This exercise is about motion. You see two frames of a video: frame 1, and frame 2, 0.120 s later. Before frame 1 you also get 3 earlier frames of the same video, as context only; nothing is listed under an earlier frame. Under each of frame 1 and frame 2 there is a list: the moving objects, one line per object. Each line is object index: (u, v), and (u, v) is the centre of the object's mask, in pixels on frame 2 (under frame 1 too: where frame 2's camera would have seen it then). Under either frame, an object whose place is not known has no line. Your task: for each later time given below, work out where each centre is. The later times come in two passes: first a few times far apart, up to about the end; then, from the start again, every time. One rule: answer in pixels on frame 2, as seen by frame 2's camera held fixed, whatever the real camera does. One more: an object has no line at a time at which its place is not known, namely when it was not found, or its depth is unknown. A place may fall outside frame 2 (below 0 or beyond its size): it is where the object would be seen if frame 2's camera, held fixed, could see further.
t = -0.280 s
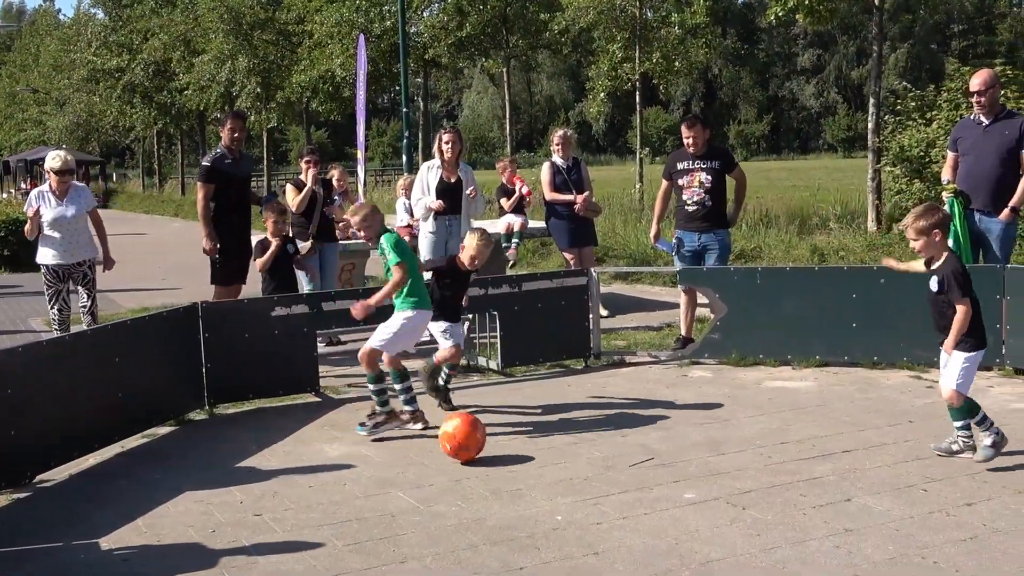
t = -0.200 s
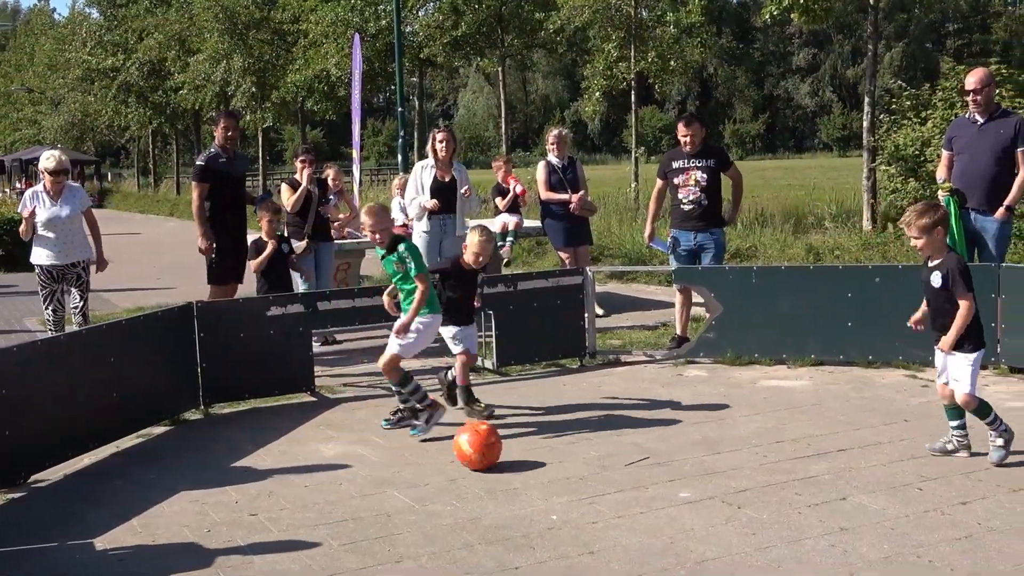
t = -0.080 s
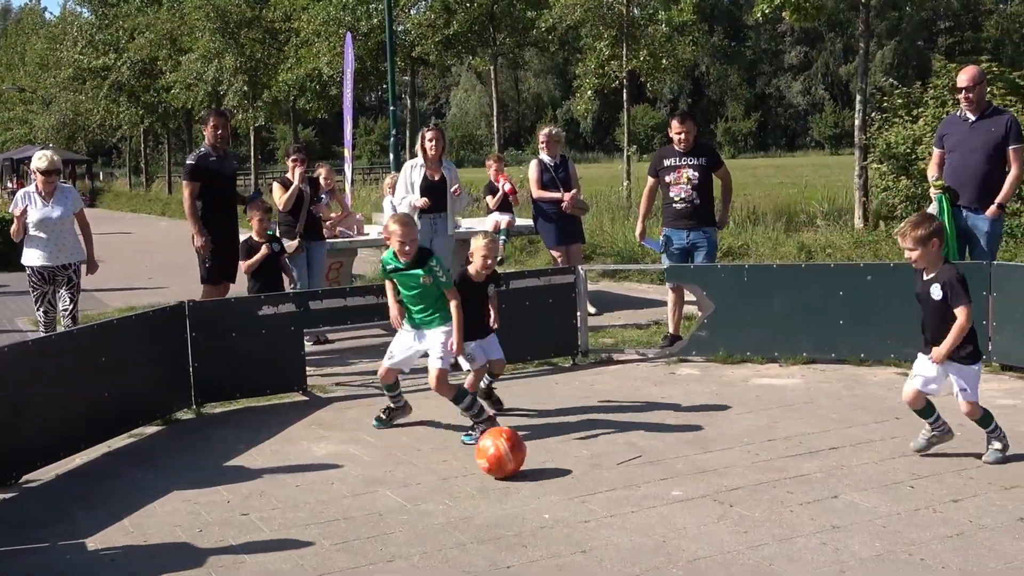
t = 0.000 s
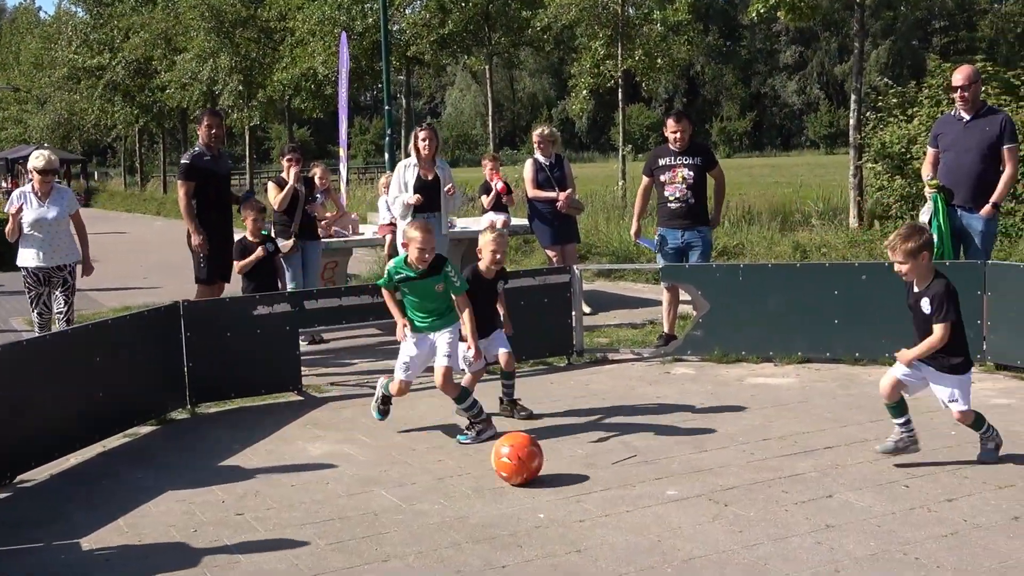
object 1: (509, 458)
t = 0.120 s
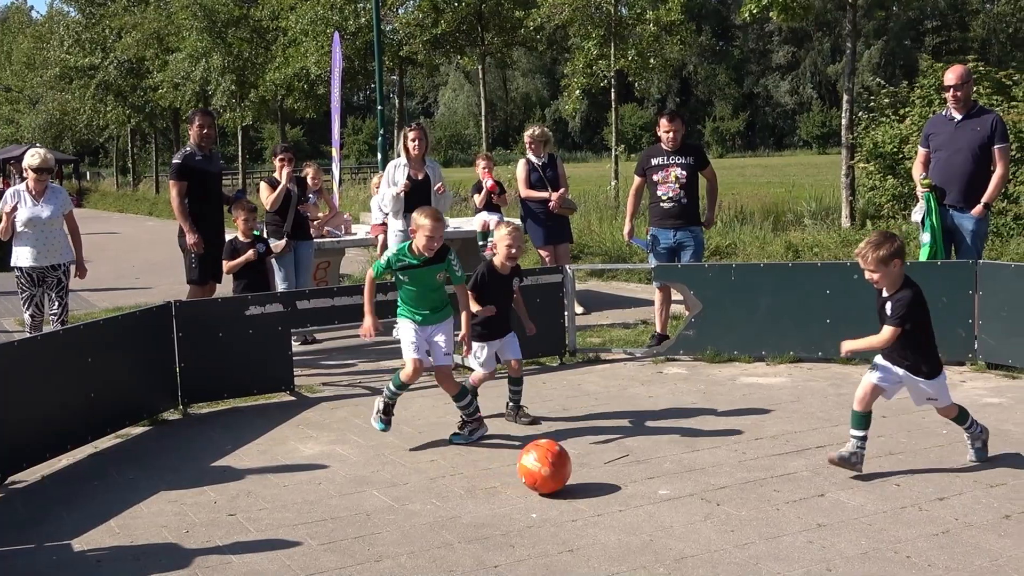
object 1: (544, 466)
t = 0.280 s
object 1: (592, 481)
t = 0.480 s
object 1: (659, 501)
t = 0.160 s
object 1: (556, 470)
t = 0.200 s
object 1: (568, 475)
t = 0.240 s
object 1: (580, 476)
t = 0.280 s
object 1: (592, 481)
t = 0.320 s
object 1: (605, 485)
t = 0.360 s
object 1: (618, 488)
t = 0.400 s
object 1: (631, 494)
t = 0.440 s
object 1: (645, 498)
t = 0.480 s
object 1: (659, 501)
